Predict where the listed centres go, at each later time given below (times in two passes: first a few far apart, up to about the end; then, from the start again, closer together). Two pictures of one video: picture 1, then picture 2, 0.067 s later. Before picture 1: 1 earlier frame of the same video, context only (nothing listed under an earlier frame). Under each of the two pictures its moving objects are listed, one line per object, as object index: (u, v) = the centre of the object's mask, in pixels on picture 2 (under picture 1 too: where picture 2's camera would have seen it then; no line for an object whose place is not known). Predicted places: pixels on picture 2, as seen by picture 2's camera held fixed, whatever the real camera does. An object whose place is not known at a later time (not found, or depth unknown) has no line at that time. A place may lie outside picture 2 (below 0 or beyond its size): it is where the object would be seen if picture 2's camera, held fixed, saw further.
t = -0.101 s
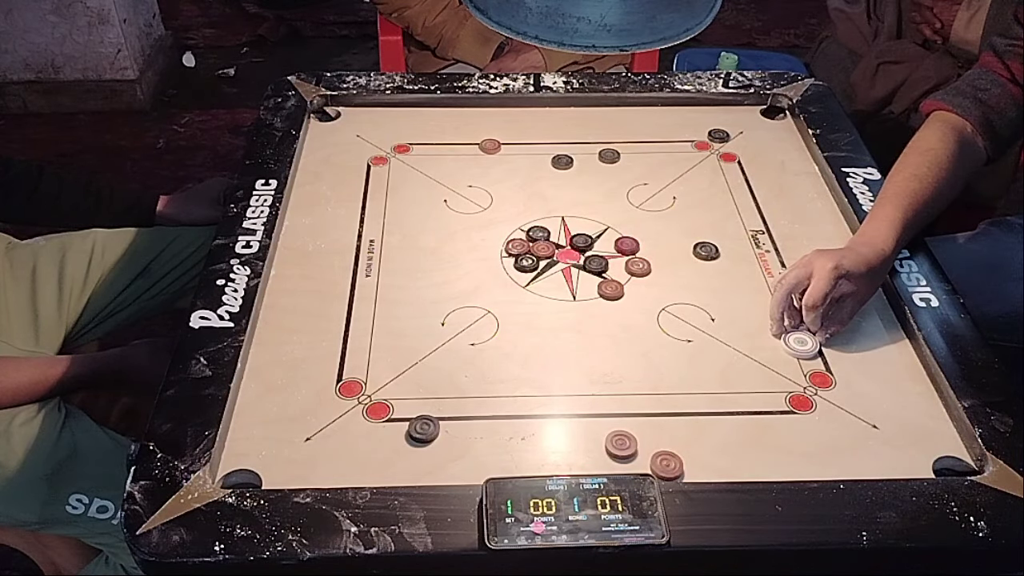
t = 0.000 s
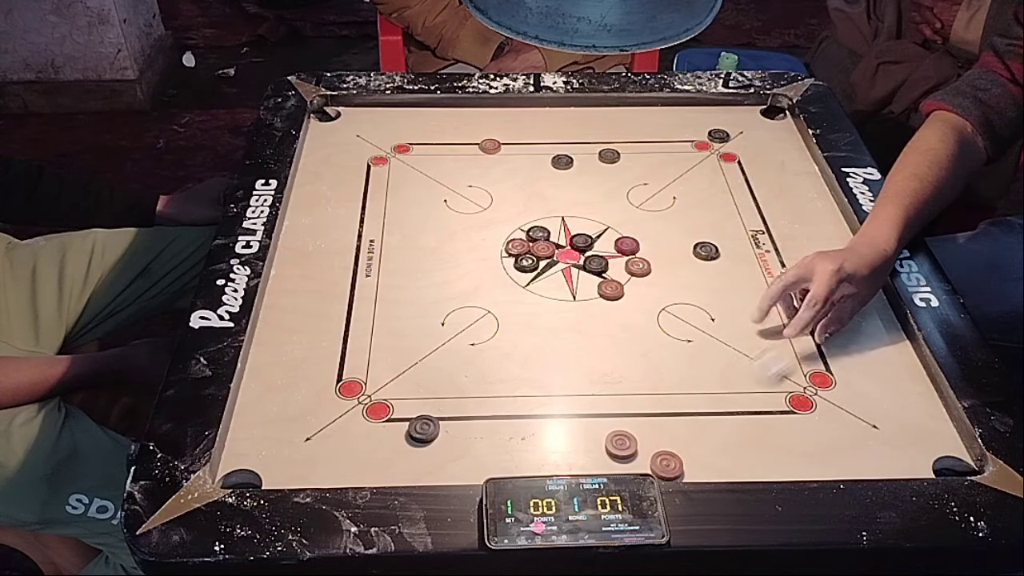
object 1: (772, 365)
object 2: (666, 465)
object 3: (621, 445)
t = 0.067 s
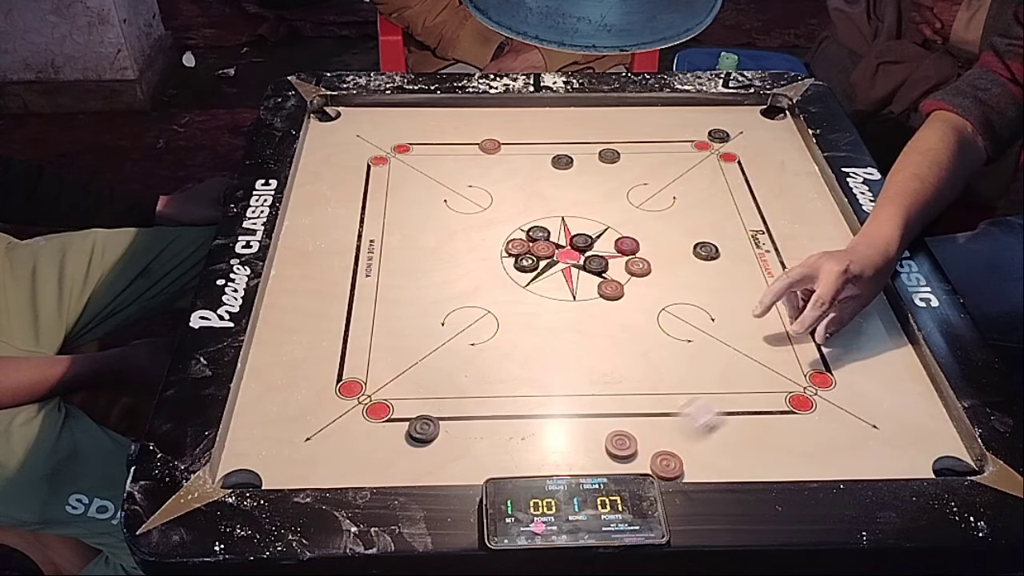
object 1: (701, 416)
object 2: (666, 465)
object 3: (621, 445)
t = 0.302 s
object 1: (558, 382)
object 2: (626, 426)
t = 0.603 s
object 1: (493, 337)
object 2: (618, 407)
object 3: (275, 461)
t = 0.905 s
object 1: (489, 333)
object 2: (618, 407)
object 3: (289, 461)
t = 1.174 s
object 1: (489, 333)
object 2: (618, 407)
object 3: (289, 461)
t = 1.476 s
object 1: (489, 333)
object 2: (618, 407)
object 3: (289, 461)
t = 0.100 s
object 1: (661, 443)
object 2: (665, 467)
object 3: (621, 445)
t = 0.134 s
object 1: (641, 438)
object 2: (656, 473)
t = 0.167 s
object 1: (621, 425)
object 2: (647, 465)
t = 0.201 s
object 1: (603, 413)
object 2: (640, 454)
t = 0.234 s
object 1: (587, 402)
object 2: (634, 443)
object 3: (457, 474)
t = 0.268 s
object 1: (572, 391)
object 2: (630, 434)
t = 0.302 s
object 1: (558, 382)
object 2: (626, 426)
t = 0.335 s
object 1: (547, 375)
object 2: (623, 420)
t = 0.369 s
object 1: (536, 367)
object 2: (621, 414)
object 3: (321, 473)
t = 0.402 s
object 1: (527, 361)
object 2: (619, 410)
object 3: (294, 470)
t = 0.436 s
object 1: (519, 355)
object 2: (618, 408)
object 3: (270, 466)
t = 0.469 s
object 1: (512, 350)
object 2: (618, 407)
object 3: (248, 462)
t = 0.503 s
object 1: (505, 346)
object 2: (618, 407)
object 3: (241, 460)
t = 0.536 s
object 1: (500, 342)
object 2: (618, 407)
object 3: (255, 460)
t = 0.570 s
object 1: (496, 339)
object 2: (618, 407)
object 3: (266, 461)
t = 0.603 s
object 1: (493, 337)
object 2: (618, 407)
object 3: (275, 461)
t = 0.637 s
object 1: (491, 335)
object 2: (618, 407)
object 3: (282, 461)
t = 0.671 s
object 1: (490, 334)
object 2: (618, 407)
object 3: (287, 461)
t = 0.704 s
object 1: (489, 333)
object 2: (618, 407)
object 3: (289, 461)
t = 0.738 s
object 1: (489, 333)
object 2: (618, 407)
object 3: (289, 461)
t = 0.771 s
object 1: (489, 333)
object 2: (618, 407)
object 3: (289, 461)
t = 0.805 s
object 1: (489, 333)
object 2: (618, 407)
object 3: (289, 461)
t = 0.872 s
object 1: (489, 333)
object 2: (618, 407)
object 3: (289, 461)
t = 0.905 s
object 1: (489, 333)
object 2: (618, 407)
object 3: (289, 461)
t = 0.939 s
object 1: (489, 333)
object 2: (618, 407)
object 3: (289, 461)
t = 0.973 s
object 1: (489, 333)
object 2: (618, 407)
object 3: (289, 461)
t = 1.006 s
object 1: (489, 333)
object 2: (618, 407)
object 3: (289, 461)
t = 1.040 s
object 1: (489, 333)
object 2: (618, 407)
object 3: (289, 461)
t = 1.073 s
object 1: (489, 333)
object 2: (618, 407)
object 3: (289, 461)
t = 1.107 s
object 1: (489, 333)
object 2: (618, 407)
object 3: (289, 461)
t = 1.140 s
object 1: (489, 333)
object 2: (618, 407)
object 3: (289, 461)
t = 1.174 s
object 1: (489, 333)
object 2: (618, 407)
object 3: (289, 461)
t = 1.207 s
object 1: (489, 333)
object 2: (618, 407)
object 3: (289, 461)
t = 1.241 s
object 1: (489, 333)
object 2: (618, 407)
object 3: (289, 461)
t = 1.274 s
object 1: (489, 333)
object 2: (618, 407)
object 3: (289, 461)
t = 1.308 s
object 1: (489, 333)
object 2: (618, 407)
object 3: (289, 461)
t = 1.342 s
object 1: (489, 333)
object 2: (618, 407)
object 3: (289, 461)
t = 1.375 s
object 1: (489, 333)
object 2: (618, 407)
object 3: (289, 461)
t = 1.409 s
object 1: (489, 333)
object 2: (618, 407)
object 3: (289, 461)
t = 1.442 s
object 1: (489, 333)
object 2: (618, 408)
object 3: (289, 461)
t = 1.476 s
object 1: (489, 333)
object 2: (618, 407)
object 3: (289, 461)
